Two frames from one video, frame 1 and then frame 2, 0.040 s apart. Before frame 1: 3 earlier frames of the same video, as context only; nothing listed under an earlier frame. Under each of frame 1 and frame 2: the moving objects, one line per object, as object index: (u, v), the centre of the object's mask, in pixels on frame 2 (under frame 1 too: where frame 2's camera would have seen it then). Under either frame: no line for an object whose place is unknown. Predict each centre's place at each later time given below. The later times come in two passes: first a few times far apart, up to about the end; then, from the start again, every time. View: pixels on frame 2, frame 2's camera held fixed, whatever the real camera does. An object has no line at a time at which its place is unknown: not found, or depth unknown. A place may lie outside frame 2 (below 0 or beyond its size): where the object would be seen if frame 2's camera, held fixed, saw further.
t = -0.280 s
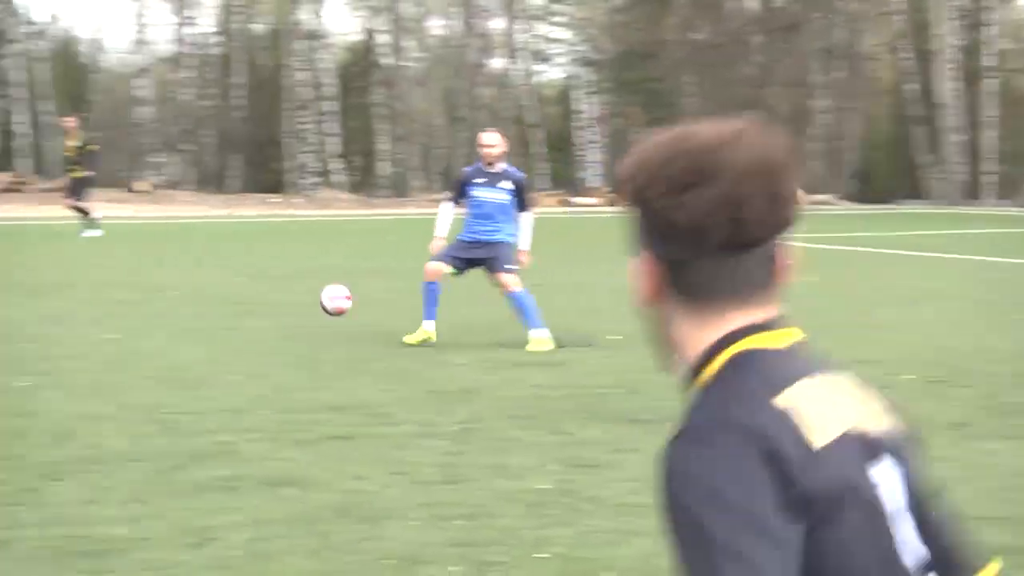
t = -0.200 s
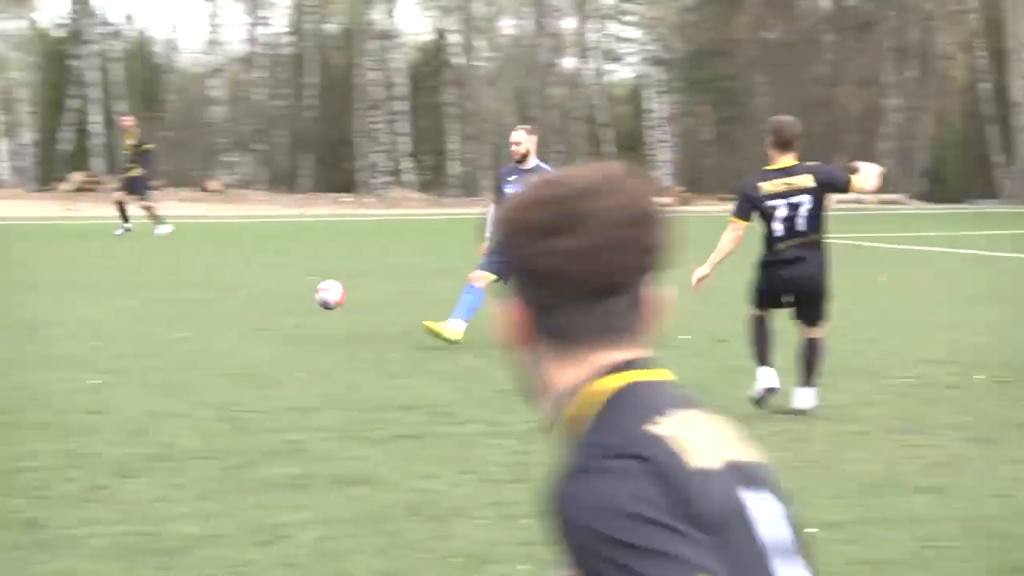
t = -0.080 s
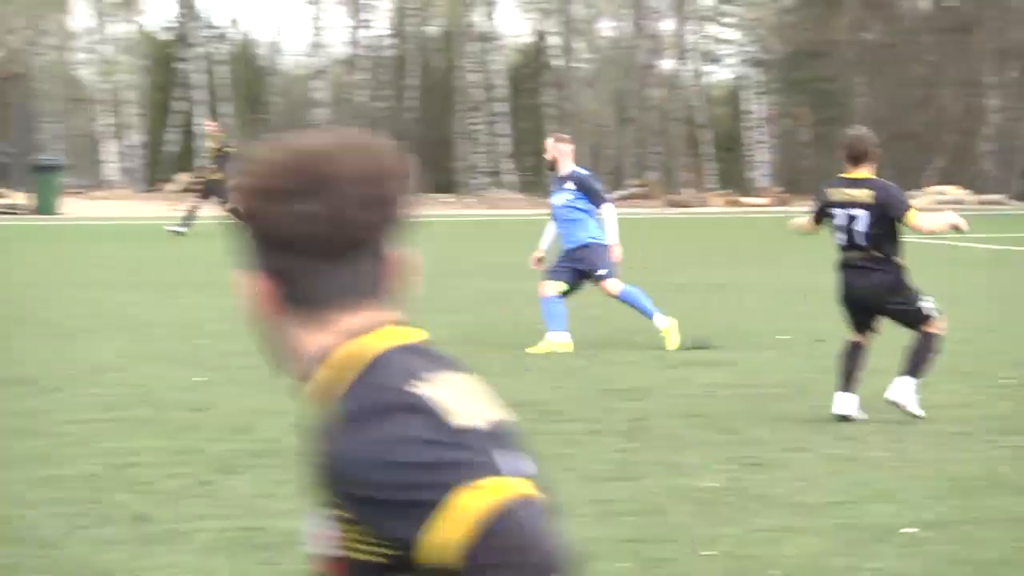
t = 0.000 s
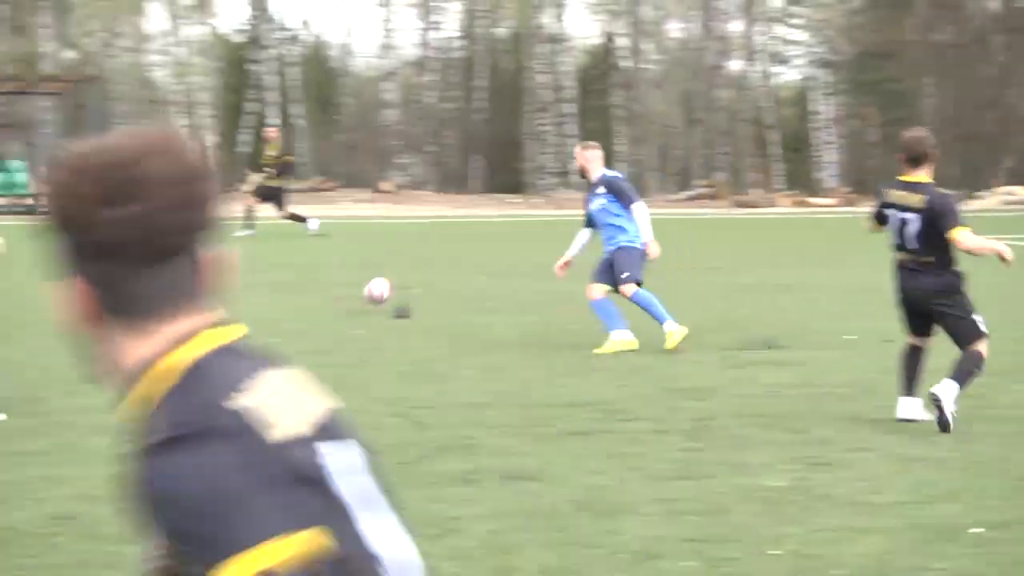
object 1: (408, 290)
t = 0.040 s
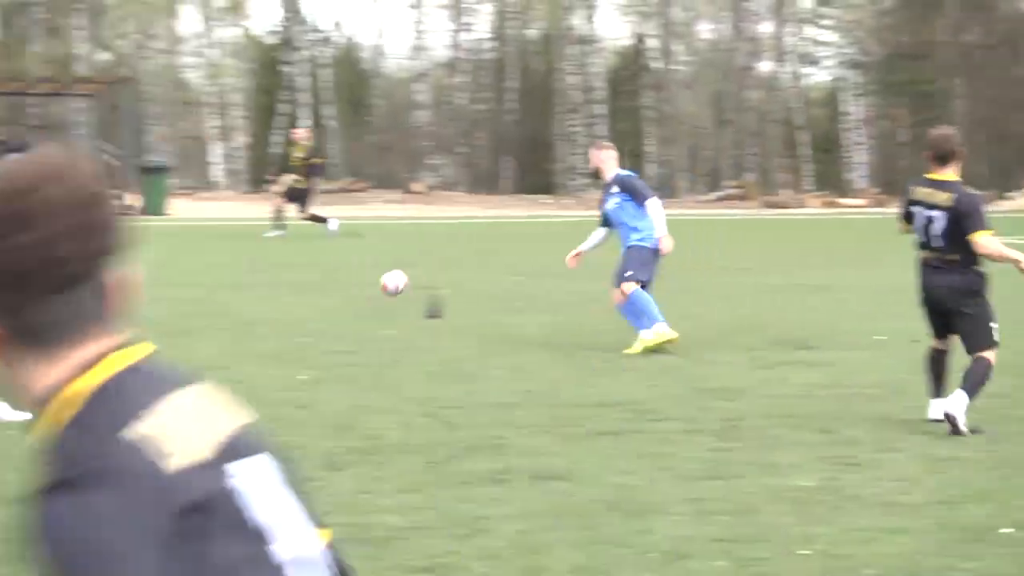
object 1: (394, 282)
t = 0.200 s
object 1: (344, 273)
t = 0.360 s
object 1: (315, 259)
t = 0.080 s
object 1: (381, 276)
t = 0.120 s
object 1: (368, 273)
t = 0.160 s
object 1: (356, 272)
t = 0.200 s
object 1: (344, 273)
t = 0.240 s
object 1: (335, 278)
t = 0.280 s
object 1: (327, 275)
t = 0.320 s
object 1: (321, 265)
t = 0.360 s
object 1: (315, 259)
